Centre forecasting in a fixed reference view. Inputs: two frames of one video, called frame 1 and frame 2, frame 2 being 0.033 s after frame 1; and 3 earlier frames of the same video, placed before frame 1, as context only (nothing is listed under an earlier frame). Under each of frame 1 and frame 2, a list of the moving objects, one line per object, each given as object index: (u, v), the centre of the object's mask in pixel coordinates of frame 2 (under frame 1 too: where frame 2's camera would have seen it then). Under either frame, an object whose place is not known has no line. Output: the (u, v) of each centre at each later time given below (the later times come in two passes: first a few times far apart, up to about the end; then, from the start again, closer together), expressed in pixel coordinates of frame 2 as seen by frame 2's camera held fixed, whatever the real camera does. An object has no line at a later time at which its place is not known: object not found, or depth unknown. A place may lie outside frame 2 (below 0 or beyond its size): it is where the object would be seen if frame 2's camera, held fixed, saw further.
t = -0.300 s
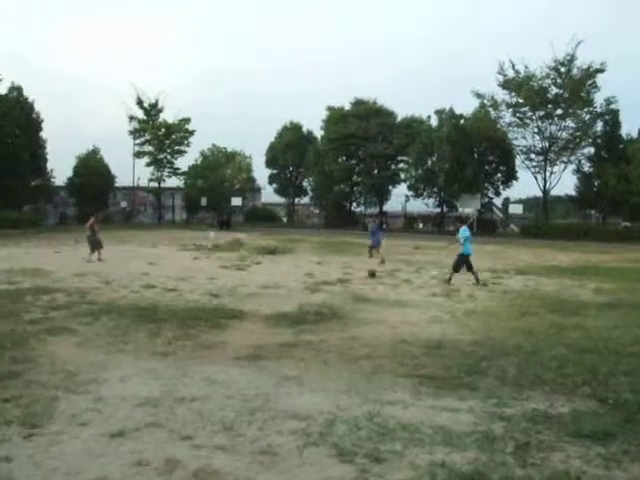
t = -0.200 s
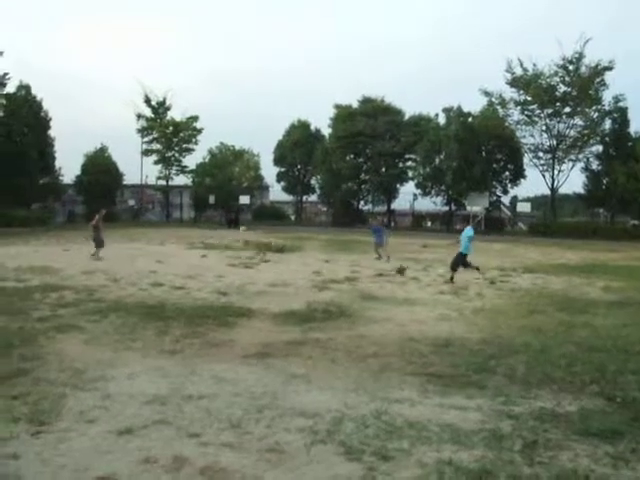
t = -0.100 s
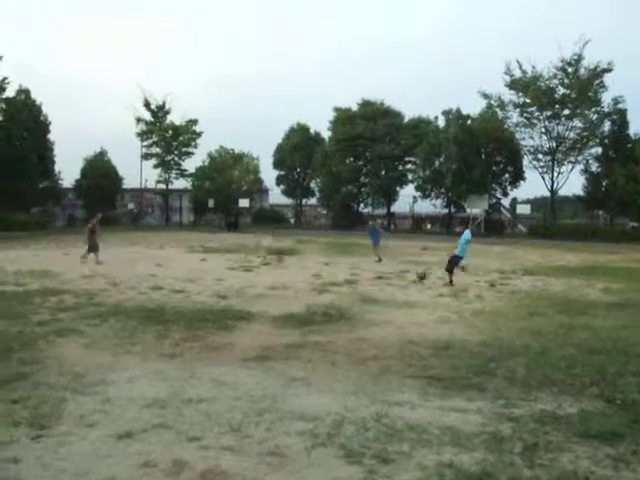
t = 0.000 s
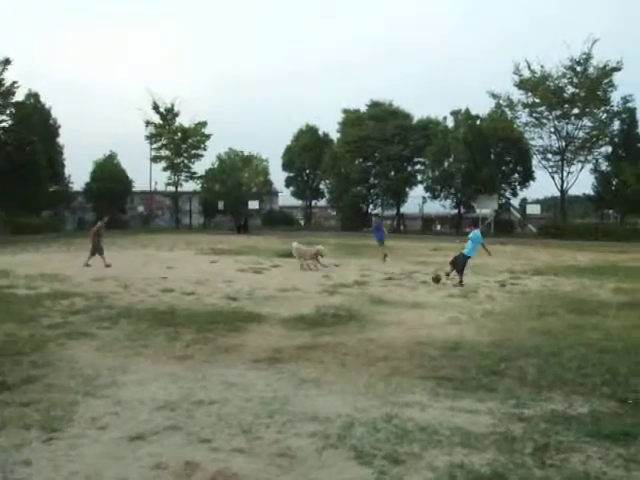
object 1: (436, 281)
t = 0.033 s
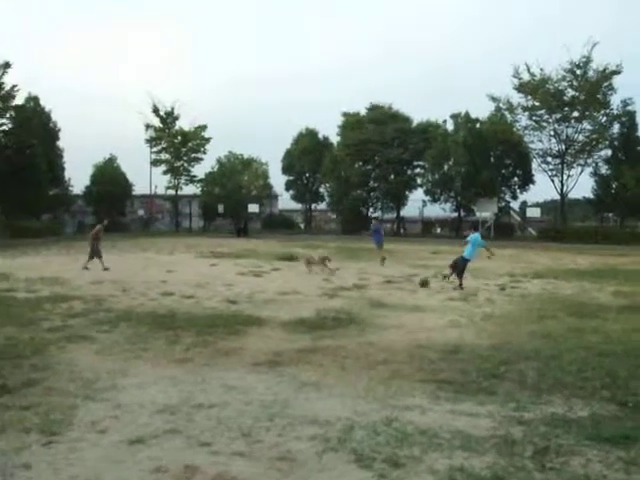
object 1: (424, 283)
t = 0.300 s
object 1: (335, 280)
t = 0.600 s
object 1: (246, 282)
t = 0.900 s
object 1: (161, 285)
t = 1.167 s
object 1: (81, 285)
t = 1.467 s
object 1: (-5, 293)
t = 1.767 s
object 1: (-102, 293)
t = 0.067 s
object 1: (413, 279)
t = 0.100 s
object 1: (402, 278)
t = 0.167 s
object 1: (380, 276)
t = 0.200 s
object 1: (369, 276)
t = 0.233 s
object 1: (358, 276)
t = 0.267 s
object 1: (346, 278)
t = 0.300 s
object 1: (335, 280)
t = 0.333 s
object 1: (323, 282)
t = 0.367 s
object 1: (312, 285)
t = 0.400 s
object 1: (300, 288)
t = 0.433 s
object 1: (291, 286)
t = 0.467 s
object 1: (282, 284)
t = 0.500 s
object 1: (273, 283)
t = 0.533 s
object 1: (264, 282)
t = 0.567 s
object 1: (256, 281)
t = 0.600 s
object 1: (246, 282)
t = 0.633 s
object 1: (237, 284)
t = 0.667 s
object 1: (228, 286)
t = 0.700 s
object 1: (219, 288)
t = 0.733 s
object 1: (210, 292)
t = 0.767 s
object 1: (200, 291)
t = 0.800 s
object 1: (190, 288)
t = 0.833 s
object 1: (181, 286)
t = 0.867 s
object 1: (171, 286)
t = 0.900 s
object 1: (161, 285)
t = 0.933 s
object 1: (151, 286)
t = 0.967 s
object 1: (141, 286)
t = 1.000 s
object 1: (130, 289)
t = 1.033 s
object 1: (121, 291)
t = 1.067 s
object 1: (110, 293)
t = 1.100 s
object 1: (101, 291)
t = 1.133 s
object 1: (93, 287)
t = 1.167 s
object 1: (81, 285)
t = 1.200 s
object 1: (71, 283)
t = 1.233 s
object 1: (62, 282)
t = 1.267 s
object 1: (53, 282)
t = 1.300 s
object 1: (42, 282)
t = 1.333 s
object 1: (32, 285)
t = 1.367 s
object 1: (23, 287)
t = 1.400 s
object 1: (14, 289)
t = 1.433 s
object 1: (4, 292)
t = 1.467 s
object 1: (-5, 293)
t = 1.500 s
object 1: (-18, 291)
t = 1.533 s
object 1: (-28, 292)
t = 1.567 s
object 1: (-39, 292)
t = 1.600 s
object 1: (-49, 293)
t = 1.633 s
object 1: (-59, 294)
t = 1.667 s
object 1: (-69, 294)
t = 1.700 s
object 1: (-82, 293)
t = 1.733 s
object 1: (-92, 293)
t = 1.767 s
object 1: (-102, 293)
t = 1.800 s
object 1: (-112, 293)
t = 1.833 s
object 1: (-123, 292)
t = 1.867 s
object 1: (-131, 293)
